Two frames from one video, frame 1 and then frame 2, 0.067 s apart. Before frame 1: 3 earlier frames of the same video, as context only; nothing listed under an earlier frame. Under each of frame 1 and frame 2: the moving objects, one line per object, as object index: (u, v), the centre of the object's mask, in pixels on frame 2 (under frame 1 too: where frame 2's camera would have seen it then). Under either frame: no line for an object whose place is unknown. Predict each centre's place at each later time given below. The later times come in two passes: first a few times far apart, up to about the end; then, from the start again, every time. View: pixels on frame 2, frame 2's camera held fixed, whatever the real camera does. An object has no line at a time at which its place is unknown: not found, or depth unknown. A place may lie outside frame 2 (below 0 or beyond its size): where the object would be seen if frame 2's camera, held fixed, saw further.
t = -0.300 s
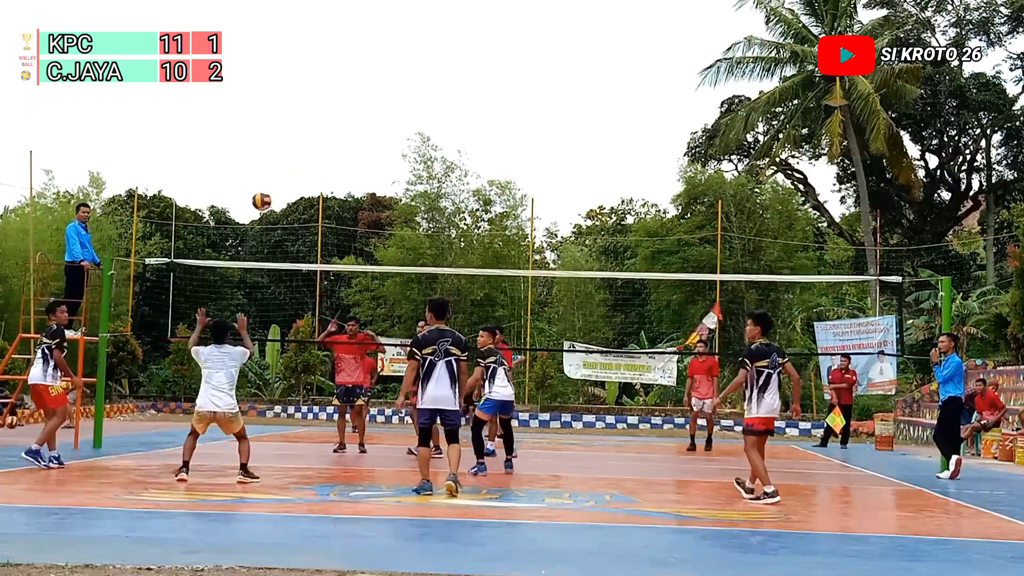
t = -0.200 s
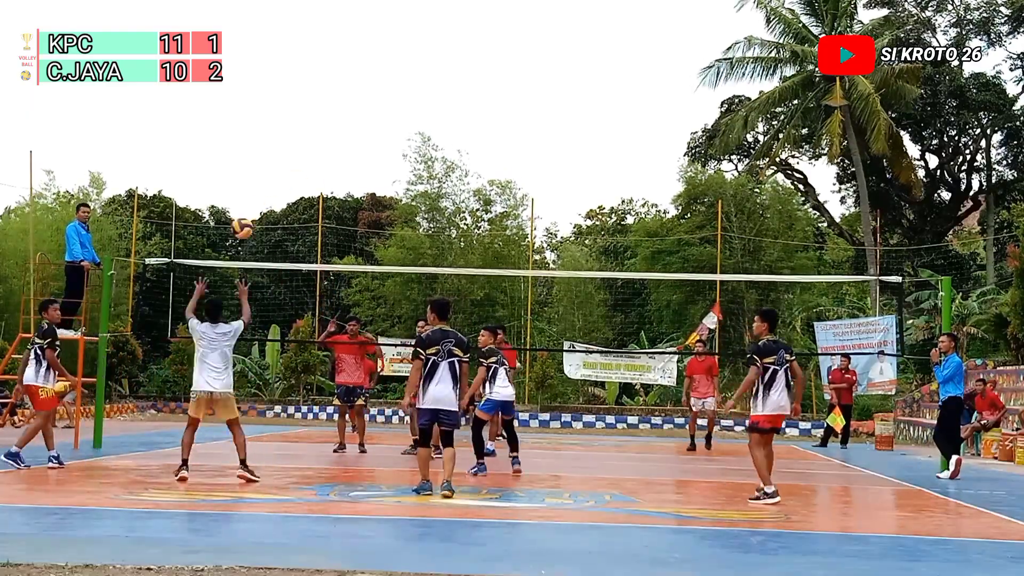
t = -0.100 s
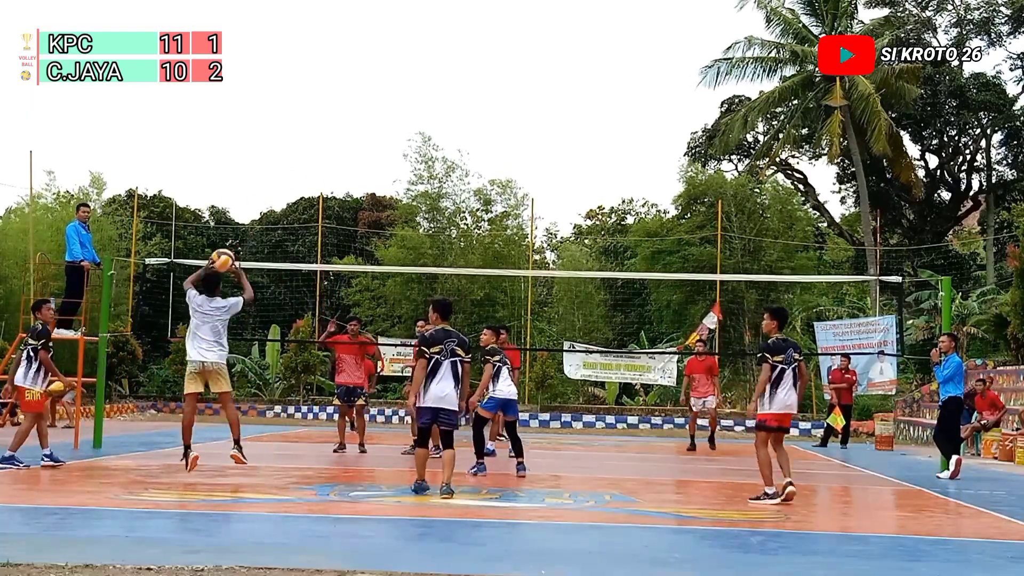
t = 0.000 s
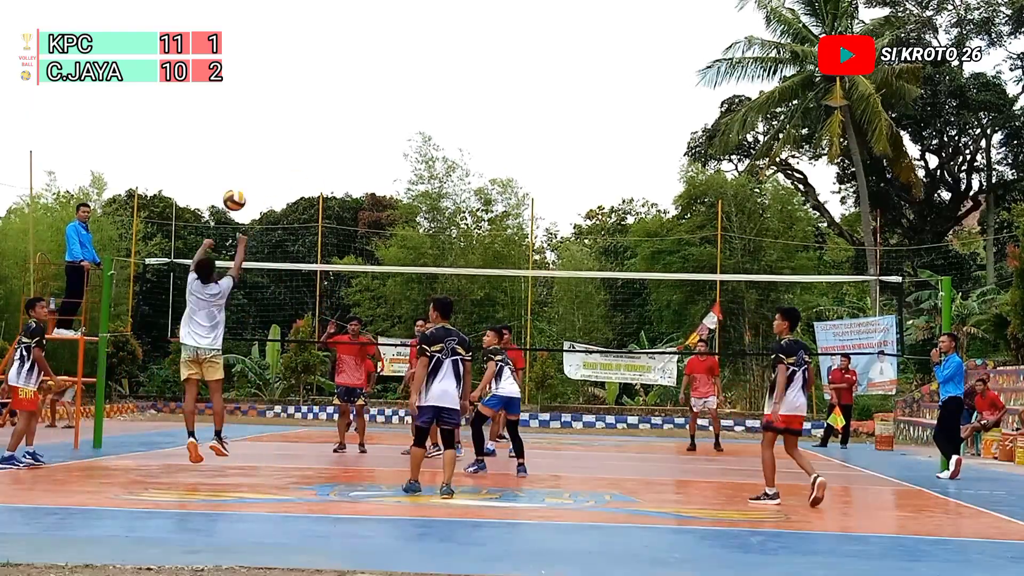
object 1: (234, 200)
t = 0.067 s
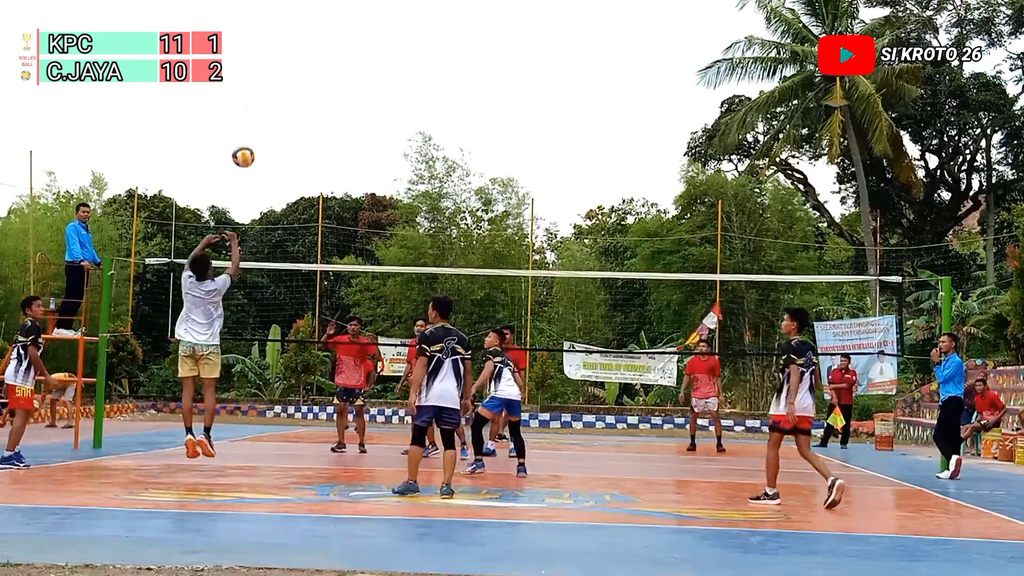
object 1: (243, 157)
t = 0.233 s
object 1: (264, 70)
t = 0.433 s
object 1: (286, 7)
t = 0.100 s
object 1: (247, 136)
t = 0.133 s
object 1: (252, 119)
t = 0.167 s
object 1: (256, 101)
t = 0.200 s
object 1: (260, 85)
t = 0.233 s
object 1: (264, 70)
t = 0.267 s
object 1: (268, 56)
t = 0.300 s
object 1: (272, 44)
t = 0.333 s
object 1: (275, 33)
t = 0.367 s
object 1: (279, 22)
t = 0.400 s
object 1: (283, 13)
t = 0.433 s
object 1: (286, 7)
